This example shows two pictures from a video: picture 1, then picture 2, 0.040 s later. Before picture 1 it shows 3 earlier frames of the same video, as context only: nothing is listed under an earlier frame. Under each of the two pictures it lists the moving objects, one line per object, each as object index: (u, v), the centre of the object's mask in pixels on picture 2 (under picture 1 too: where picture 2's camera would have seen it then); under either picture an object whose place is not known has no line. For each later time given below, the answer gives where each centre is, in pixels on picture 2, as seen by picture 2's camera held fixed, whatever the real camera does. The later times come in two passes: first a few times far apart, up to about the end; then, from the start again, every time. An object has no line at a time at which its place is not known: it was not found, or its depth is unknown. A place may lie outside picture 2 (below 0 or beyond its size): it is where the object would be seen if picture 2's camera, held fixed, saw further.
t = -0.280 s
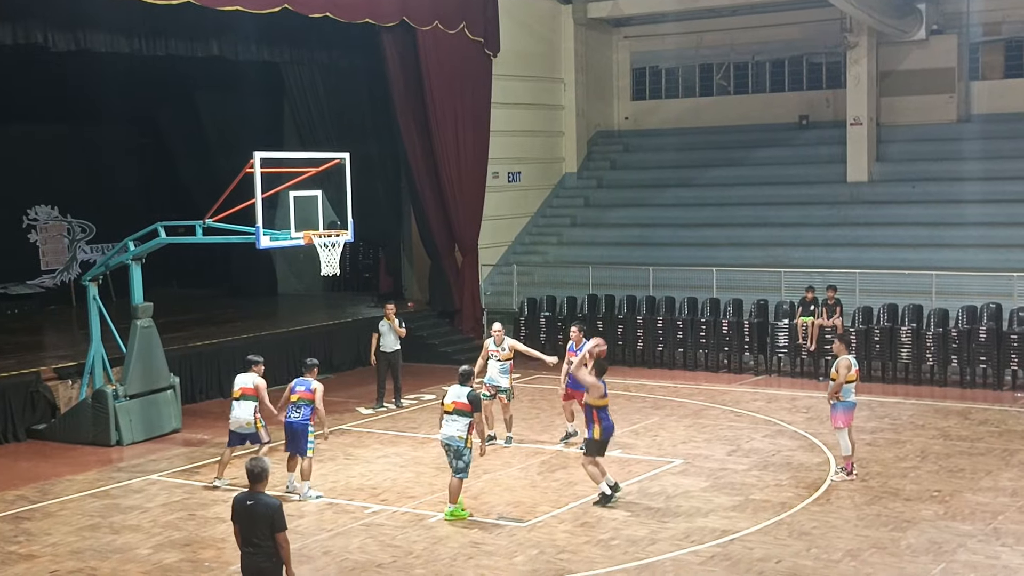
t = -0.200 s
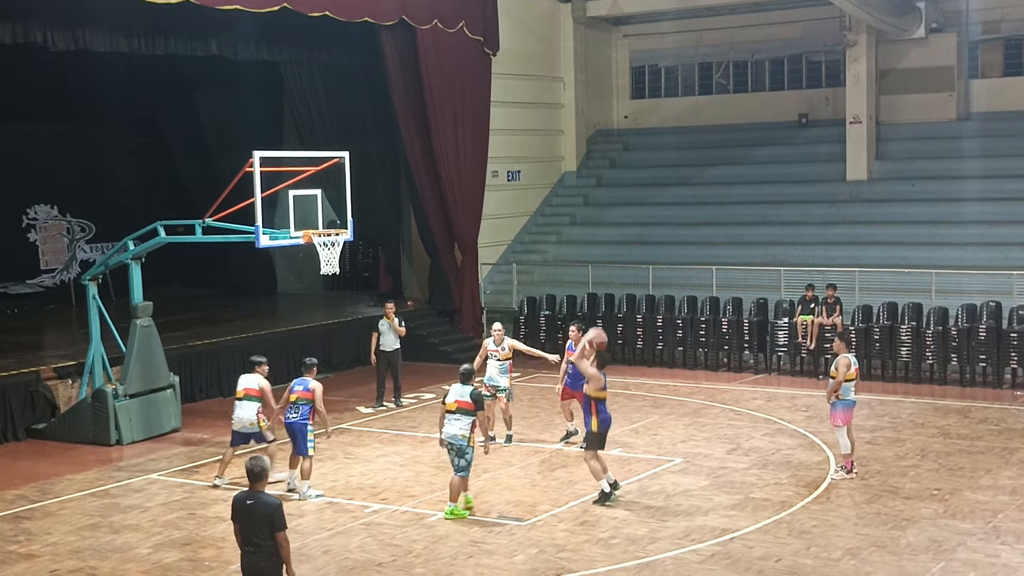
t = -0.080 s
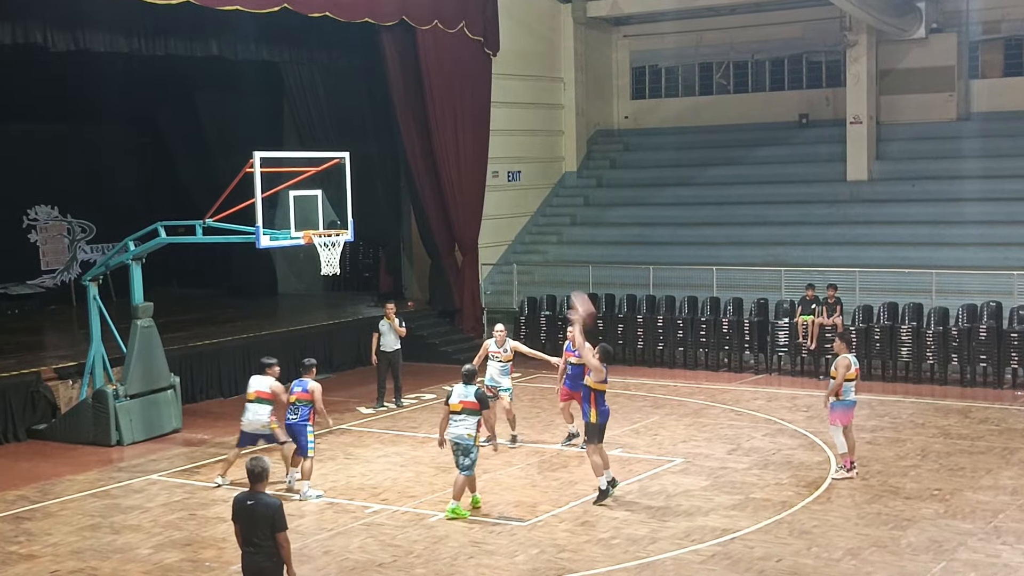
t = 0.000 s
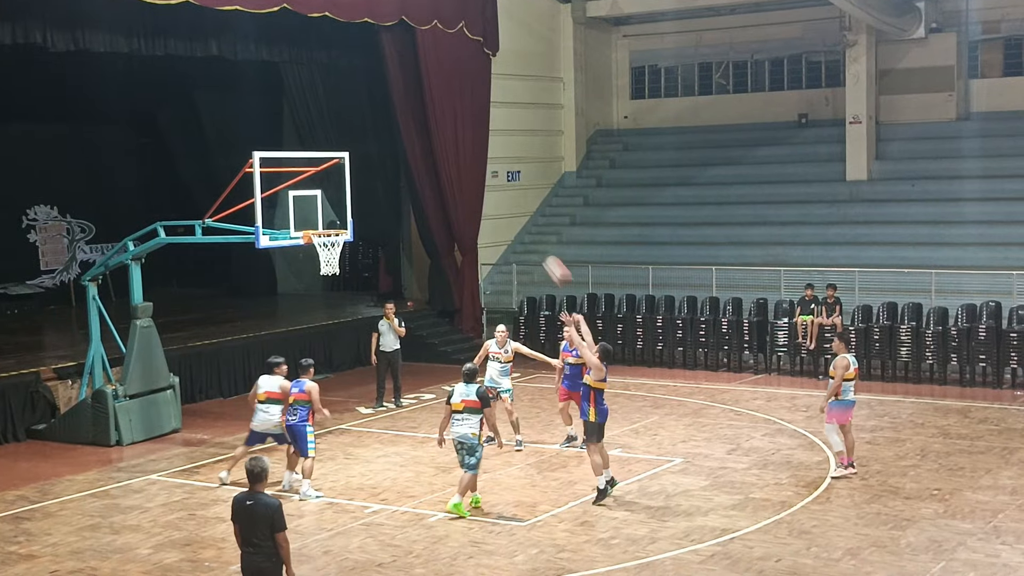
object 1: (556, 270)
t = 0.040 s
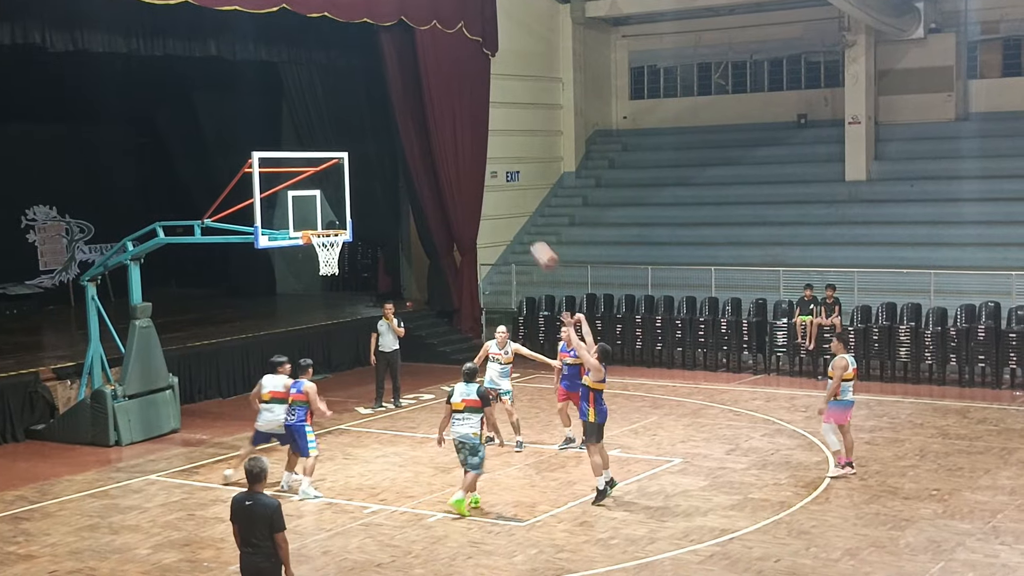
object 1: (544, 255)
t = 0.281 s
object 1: (474, 192)
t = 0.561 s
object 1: (402, 180)
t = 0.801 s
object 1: (348, 213)
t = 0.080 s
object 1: (532, 241)
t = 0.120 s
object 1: (520, 228)
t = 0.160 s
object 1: (508, 216)
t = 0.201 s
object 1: (497, 207)
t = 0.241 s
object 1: (485, 199)
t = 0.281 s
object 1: (474, 192)
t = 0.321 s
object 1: (463, 187)
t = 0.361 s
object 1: (452, 182)
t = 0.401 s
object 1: (442, 180)
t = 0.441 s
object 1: (432, 178)
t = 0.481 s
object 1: (422, 178)
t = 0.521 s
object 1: (412, 178)
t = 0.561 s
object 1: (402, 180)
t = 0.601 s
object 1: (393, 183)
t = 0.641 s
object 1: (383, 187)
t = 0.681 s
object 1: (374, 193)
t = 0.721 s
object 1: (365, 199)
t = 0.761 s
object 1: (357, 206)
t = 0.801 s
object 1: (348, 213)
